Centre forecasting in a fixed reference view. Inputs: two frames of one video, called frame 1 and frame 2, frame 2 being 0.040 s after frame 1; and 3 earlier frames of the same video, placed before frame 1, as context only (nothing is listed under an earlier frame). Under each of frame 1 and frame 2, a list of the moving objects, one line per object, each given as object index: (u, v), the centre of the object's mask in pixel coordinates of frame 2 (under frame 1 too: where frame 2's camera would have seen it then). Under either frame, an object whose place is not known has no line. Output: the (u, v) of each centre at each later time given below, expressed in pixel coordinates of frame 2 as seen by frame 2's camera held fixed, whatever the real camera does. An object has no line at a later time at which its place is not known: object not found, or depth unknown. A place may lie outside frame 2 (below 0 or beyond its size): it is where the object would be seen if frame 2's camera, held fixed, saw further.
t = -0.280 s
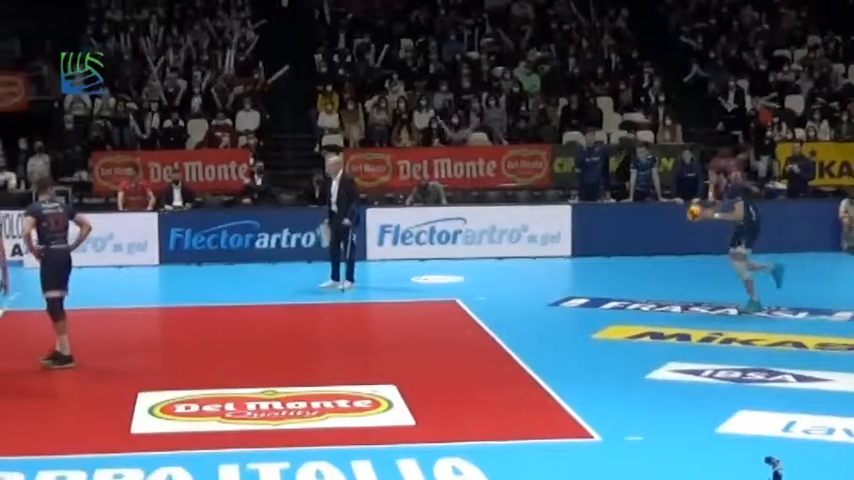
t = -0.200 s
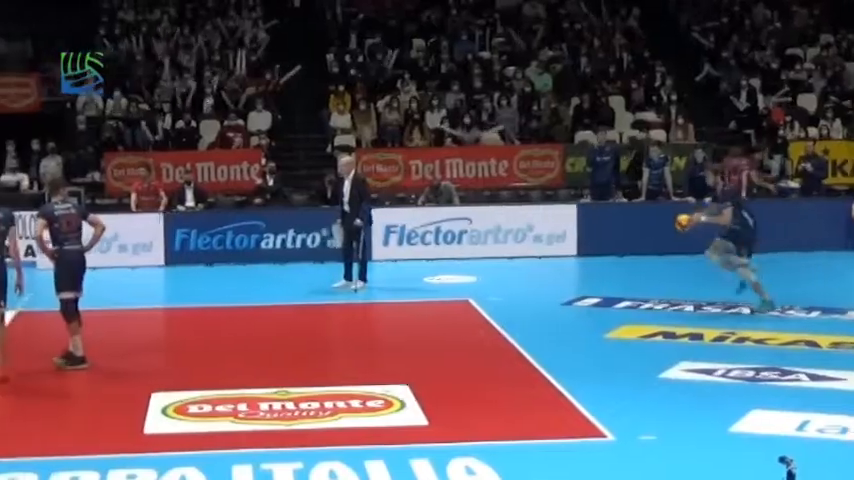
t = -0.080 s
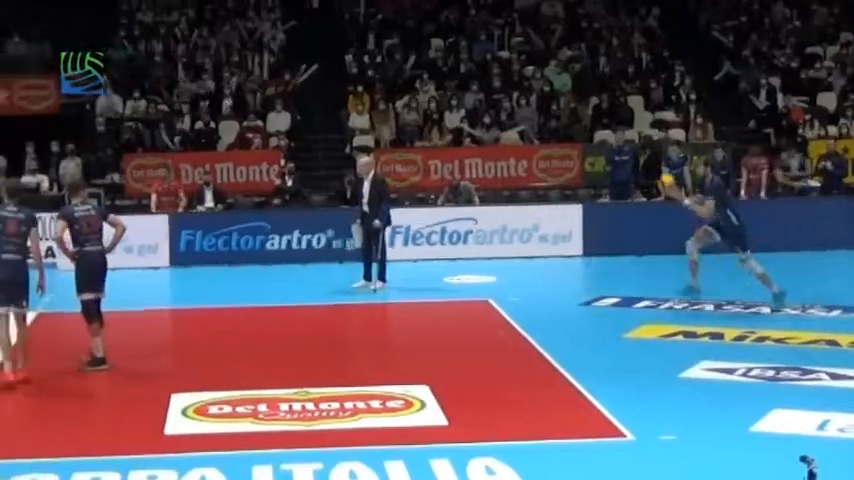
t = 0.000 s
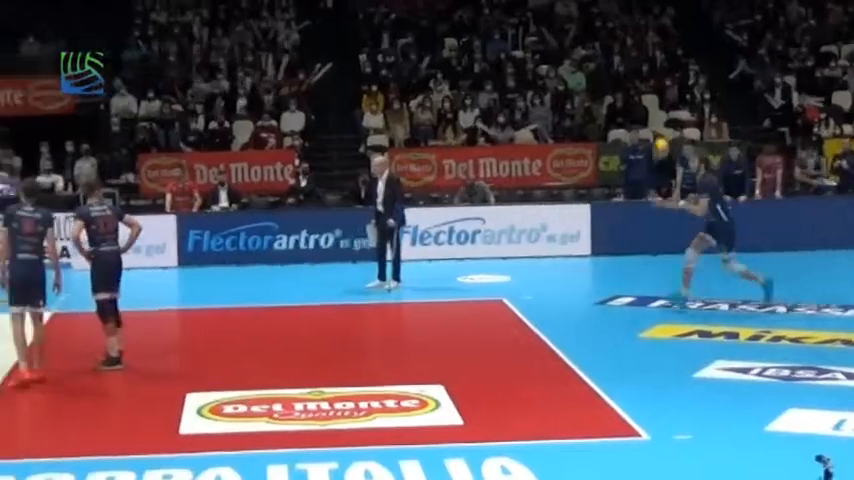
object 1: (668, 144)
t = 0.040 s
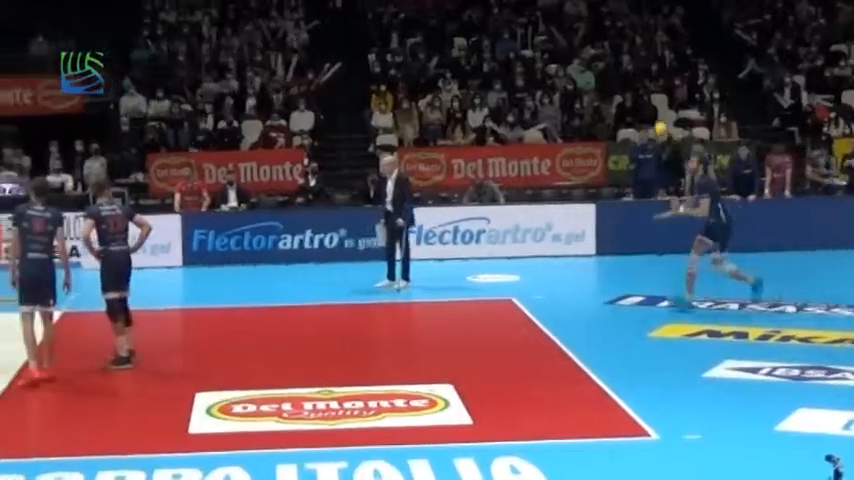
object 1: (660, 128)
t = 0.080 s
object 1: (652, 114)
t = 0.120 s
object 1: (646, 101)
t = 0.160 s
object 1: (640, 89)
